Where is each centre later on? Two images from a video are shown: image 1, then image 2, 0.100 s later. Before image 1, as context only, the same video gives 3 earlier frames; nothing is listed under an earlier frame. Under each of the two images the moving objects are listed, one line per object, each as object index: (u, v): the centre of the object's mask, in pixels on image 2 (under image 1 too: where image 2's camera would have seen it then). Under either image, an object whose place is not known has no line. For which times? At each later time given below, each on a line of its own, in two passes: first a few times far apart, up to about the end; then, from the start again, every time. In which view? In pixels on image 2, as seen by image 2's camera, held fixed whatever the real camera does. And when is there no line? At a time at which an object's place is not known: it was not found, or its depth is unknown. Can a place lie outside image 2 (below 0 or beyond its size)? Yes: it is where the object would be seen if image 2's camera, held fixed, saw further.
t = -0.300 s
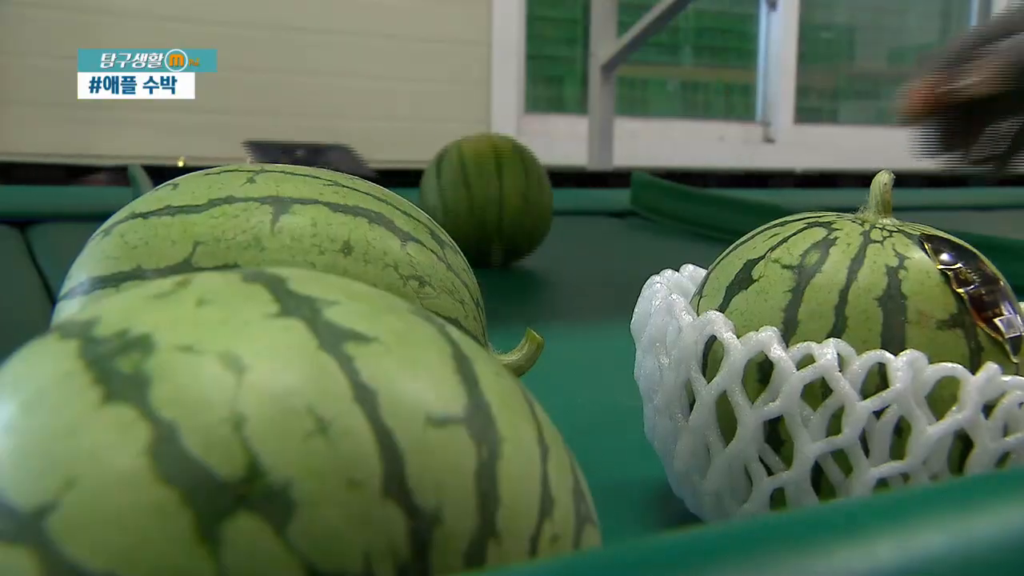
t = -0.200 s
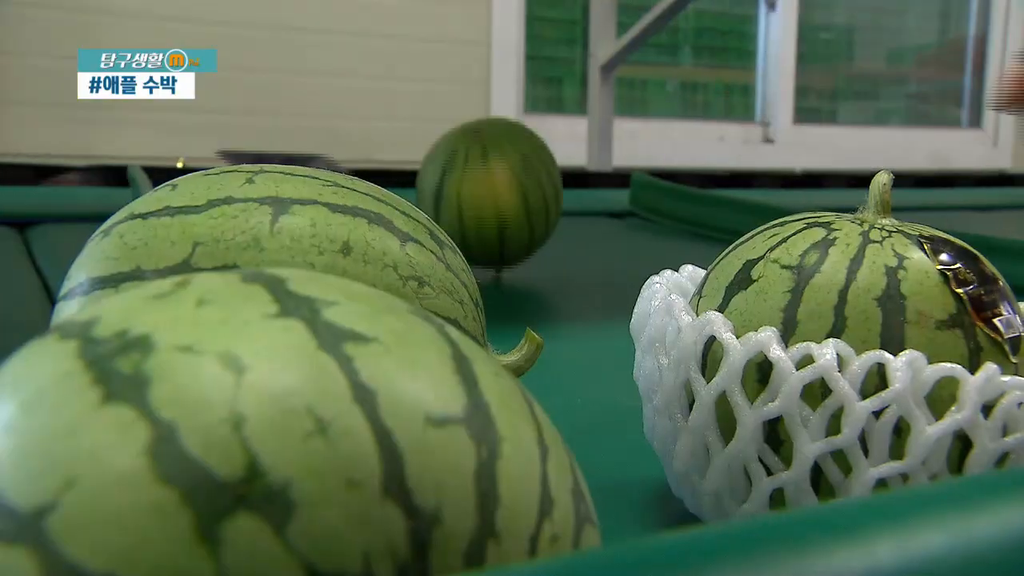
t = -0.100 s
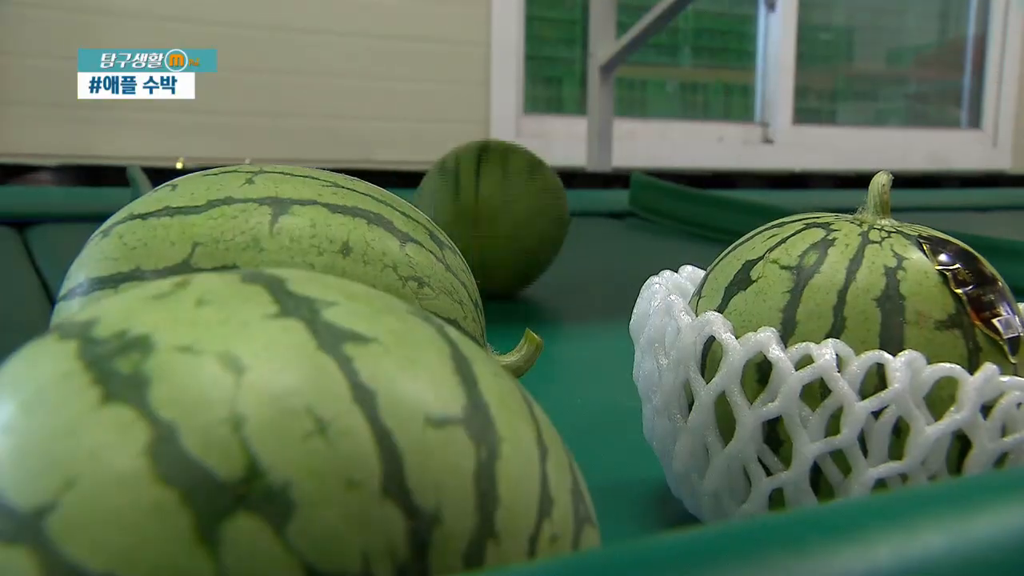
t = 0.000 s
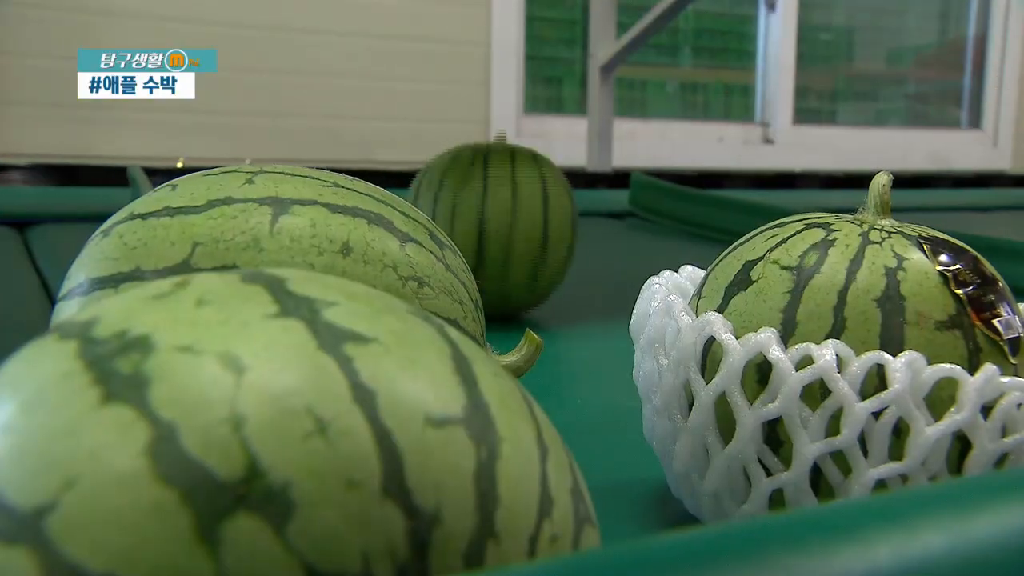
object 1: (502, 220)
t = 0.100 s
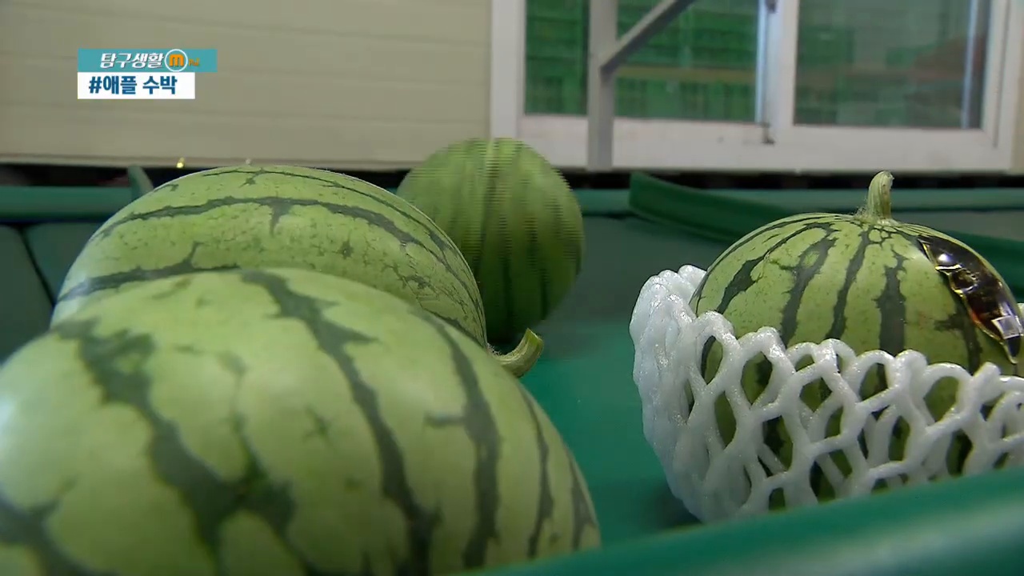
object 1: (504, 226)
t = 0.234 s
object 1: (513, 246)
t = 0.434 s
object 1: (537, 280)
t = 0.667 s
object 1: (538, 297)
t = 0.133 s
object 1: (506, 235)
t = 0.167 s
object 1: (509, 242)
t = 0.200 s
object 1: (511, 244)
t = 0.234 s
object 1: (513, 246)
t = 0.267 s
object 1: (516, 248)
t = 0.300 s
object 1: (514, 237)
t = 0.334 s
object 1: (514, 236)
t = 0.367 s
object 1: (523, 258)
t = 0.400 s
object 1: (532, 273)
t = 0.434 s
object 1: (537, 280)
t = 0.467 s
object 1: (542, 292)
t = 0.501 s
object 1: (544, 298)
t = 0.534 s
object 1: (541, 299)
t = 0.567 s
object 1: (537, 298)
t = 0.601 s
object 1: (536, 296)
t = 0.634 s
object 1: (537, 296)
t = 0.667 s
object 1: (538, 297)
